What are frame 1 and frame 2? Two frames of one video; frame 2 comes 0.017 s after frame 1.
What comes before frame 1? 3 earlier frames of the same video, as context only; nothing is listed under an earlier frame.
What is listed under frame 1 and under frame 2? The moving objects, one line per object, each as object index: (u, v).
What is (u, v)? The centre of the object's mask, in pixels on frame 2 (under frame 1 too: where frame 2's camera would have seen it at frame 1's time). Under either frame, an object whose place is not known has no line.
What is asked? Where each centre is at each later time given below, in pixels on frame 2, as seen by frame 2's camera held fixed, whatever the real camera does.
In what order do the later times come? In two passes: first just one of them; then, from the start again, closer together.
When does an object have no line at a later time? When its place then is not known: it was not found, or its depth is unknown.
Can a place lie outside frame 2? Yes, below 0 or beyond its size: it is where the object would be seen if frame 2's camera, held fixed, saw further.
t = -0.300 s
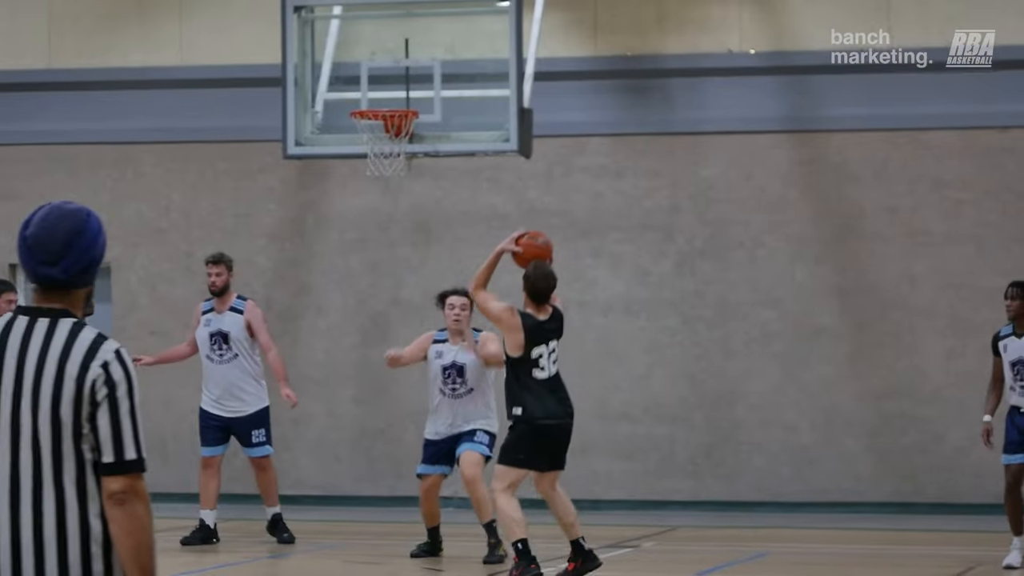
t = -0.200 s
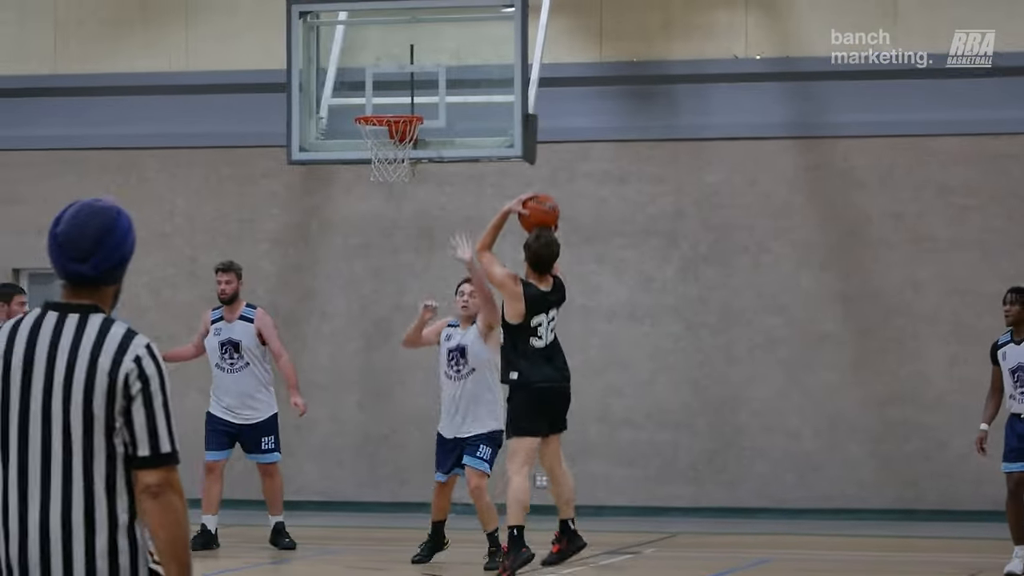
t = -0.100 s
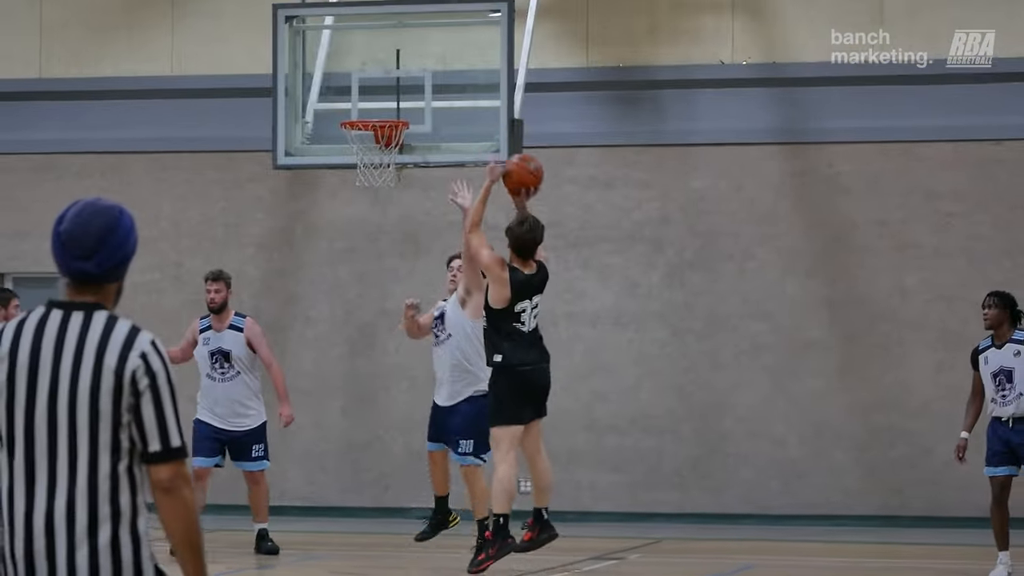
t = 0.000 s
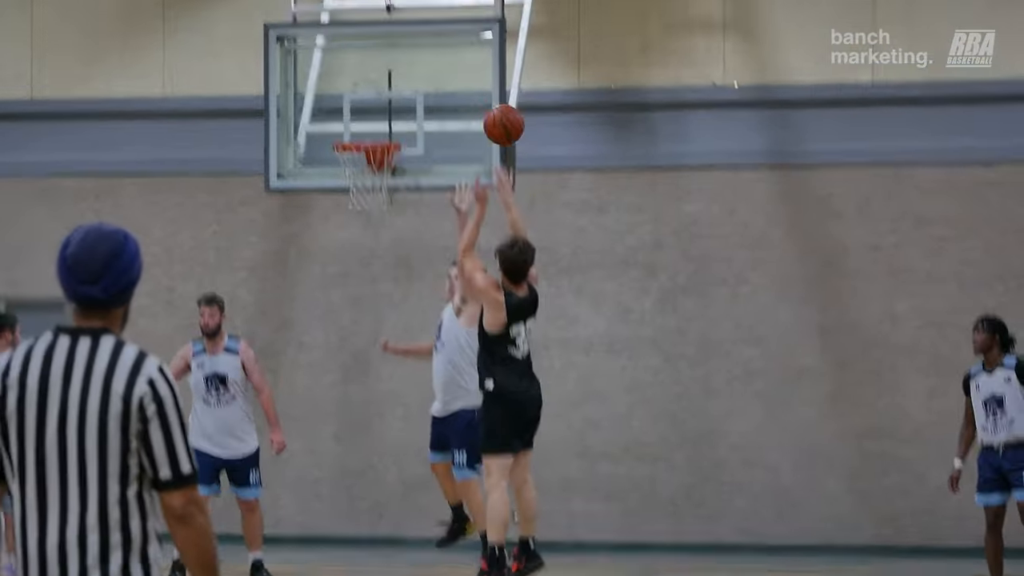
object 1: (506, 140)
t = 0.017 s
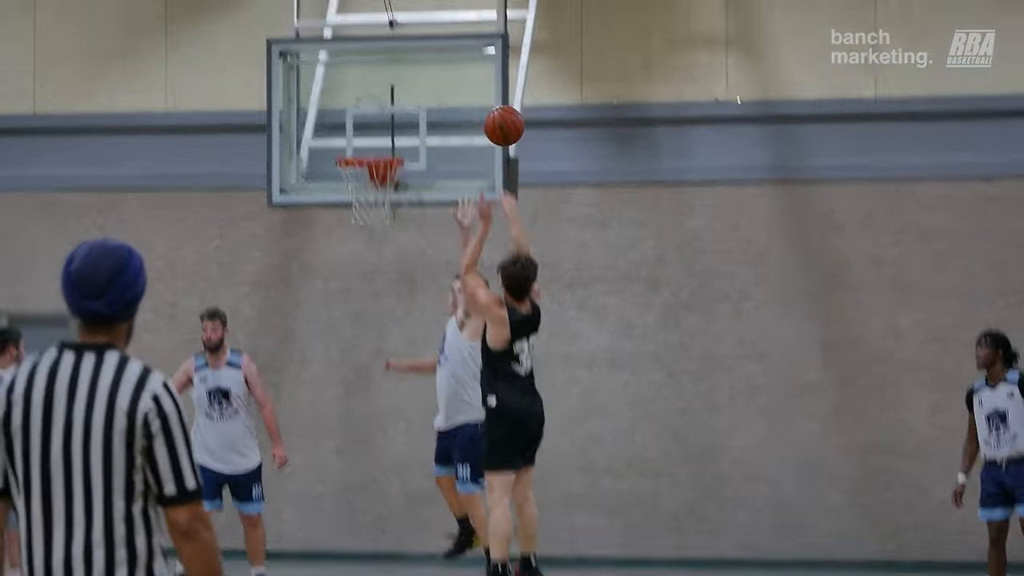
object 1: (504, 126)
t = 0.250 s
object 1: (470, -17)
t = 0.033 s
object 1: (501, 112)
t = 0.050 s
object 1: (498, 99)
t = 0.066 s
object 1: (496, 86)
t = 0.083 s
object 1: (493, 74)
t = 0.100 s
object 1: (491, 62)
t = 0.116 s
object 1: (488, 51)
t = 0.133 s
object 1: (486, 41)
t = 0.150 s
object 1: (483, 31)
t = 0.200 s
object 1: (476, 5)
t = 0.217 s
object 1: (475, -3)
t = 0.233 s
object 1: (472, -10)
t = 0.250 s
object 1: (470, -17)
